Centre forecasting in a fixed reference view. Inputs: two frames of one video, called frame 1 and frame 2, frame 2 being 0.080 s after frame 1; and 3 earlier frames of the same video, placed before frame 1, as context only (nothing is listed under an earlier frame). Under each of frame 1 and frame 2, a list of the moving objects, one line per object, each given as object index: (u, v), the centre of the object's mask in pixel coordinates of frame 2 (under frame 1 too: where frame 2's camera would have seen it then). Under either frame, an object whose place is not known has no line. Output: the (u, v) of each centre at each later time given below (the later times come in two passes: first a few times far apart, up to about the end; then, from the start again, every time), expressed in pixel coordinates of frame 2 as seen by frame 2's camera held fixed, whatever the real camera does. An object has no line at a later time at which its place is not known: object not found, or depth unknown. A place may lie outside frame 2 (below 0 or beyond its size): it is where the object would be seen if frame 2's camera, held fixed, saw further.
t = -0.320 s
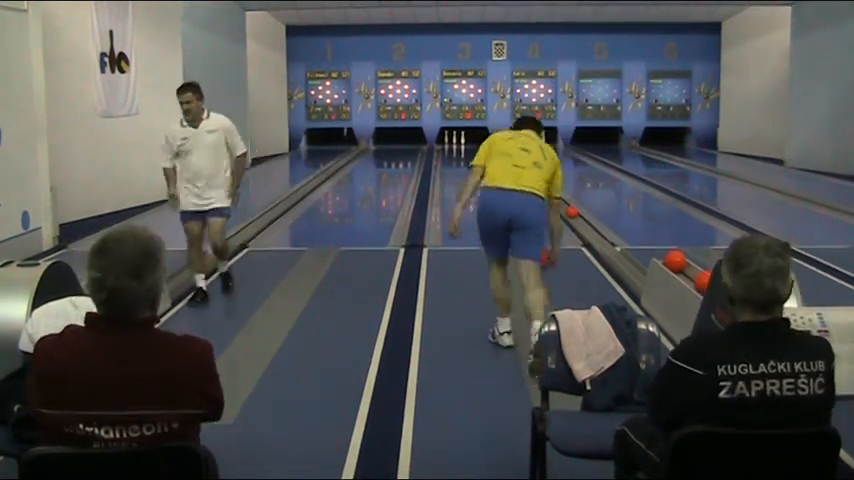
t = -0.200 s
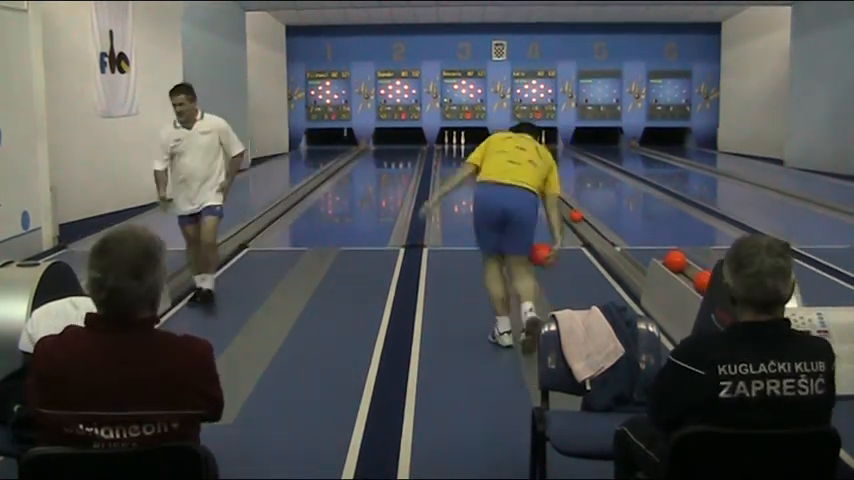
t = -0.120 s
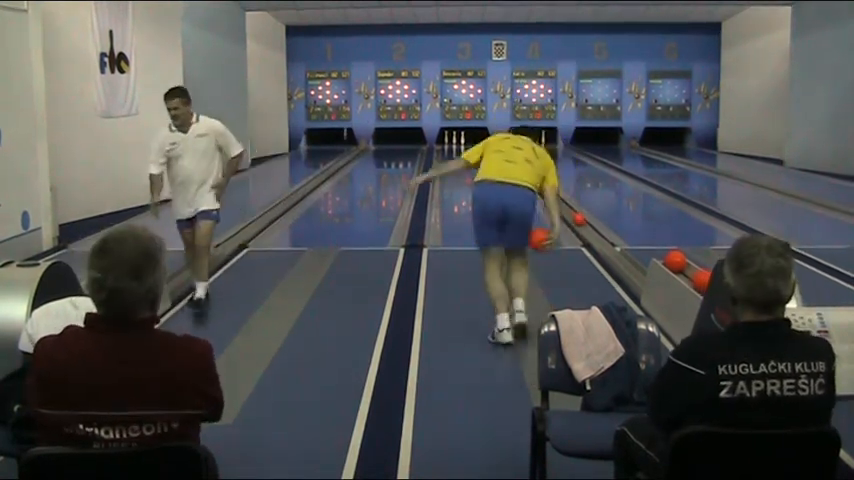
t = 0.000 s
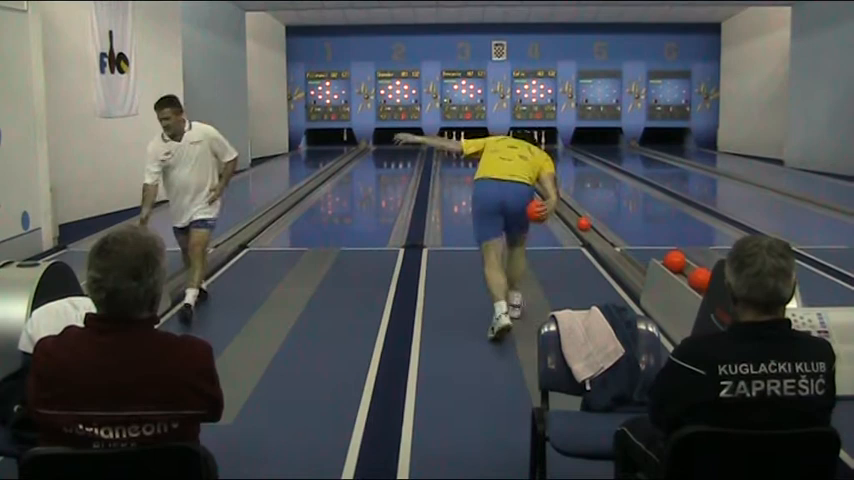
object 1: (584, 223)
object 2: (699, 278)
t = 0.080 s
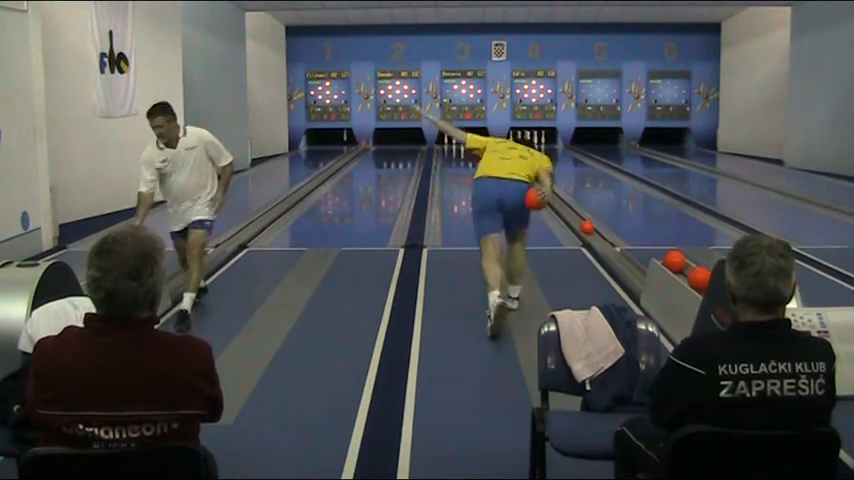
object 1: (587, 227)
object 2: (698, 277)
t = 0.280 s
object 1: (597, 235)
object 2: (697, 275)
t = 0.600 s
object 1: (615, 250)
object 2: (690, 271)
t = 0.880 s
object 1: (634, 268)
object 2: (684, 268)
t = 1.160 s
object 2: (682, 267)
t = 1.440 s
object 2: (681, 267)
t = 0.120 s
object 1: (589, 229)
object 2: (698, 277)
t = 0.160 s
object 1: (592, 230)
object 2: (698, 277)
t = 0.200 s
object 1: (593, 232)
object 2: (698, 277)
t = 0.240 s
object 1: (595, 233)
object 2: (697, 276)
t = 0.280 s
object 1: (597, 235)
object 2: (697, 275)
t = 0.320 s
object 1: (599, 237)
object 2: (696, 275)
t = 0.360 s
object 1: (601, 238)
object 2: (693, 274)
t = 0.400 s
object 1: (603, 240)
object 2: (692, 273)
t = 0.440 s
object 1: (605, 243)
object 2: (692, 273)
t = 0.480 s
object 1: (608, 244)
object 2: (691, 272)
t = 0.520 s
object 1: (609, 246)
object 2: (691, 272)
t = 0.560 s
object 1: (612, 248)
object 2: (691, 272)
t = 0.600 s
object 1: (615, 250)
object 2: (690, 271)
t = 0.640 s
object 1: (617, 253)
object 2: (689, 271)
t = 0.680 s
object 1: (620, 254)
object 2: (688, 270)
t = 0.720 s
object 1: (623, 258)
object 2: (688, 270)
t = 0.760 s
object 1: (625, 260)
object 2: (687, 270)
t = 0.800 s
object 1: (627, 263)
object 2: (686, 269)
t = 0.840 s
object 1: (631, 265)
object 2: (685, 268)
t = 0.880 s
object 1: (634, 268)
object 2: (684, 268)
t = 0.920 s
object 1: (636, 270)
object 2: (684, 268)
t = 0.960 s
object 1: (638, 272)
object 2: (682, 267)
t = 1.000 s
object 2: (683, 268)
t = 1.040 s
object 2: (682, 267)
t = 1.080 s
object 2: (682, 267)
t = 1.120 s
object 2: (682, 267)
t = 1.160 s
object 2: (682, 267)
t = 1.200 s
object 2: (682, 267)
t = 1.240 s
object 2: (682, 267)
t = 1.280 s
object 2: (682, 267)
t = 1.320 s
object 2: (682, 267)
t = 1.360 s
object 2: (682, 267)
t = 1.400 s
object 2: (681, 267)
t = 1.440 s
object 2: (681, 267)
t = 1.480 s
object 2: (681, 267)
